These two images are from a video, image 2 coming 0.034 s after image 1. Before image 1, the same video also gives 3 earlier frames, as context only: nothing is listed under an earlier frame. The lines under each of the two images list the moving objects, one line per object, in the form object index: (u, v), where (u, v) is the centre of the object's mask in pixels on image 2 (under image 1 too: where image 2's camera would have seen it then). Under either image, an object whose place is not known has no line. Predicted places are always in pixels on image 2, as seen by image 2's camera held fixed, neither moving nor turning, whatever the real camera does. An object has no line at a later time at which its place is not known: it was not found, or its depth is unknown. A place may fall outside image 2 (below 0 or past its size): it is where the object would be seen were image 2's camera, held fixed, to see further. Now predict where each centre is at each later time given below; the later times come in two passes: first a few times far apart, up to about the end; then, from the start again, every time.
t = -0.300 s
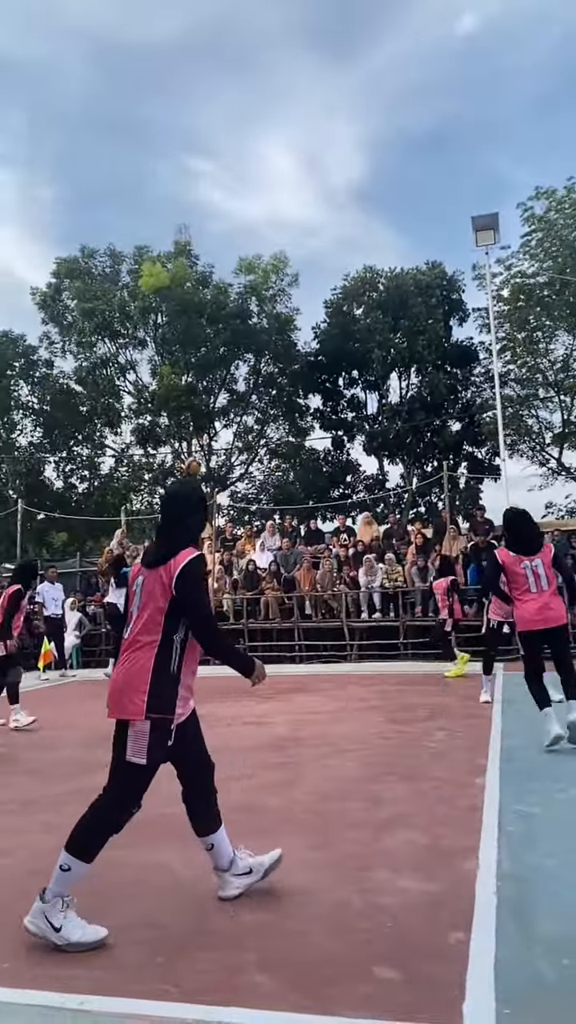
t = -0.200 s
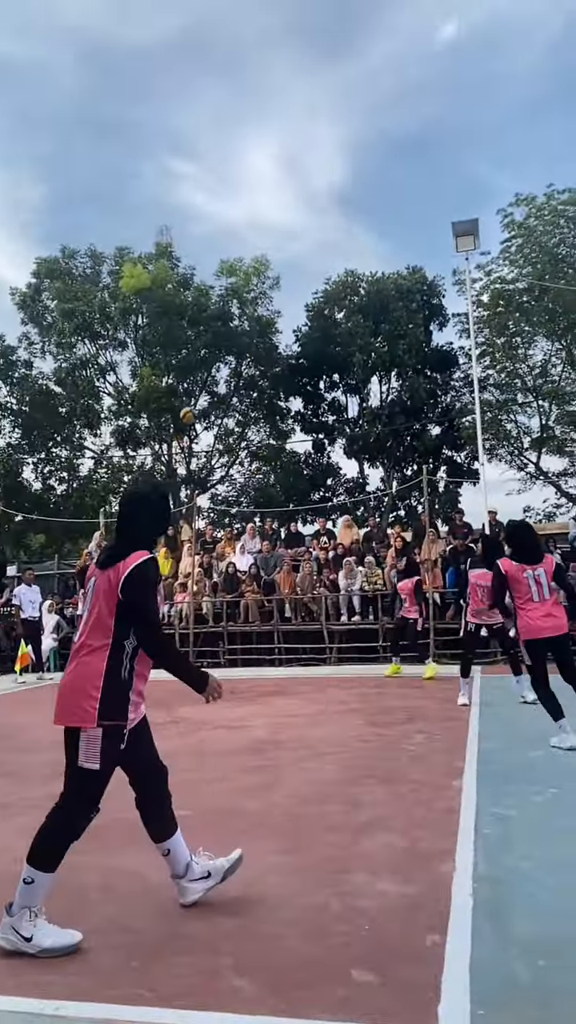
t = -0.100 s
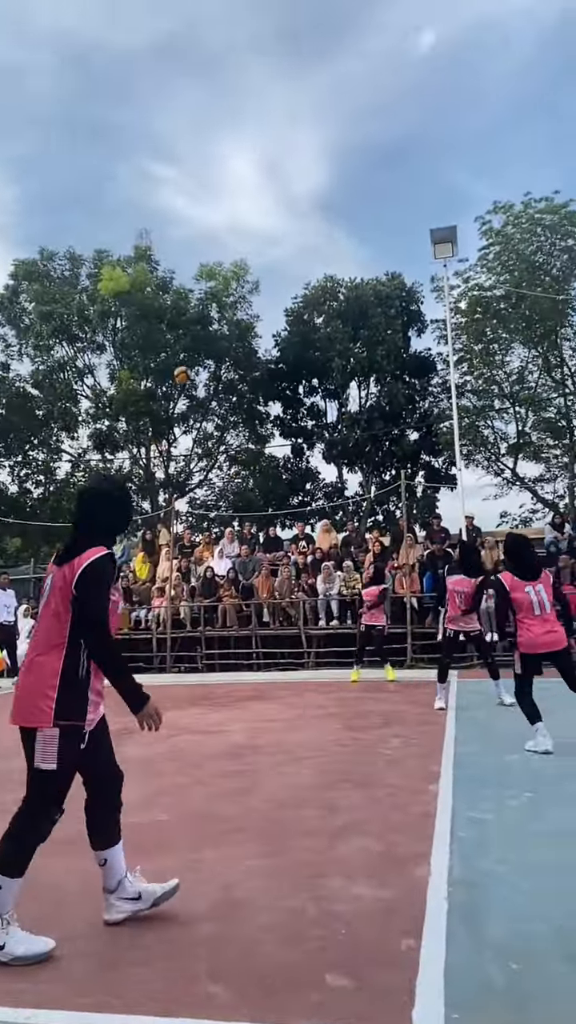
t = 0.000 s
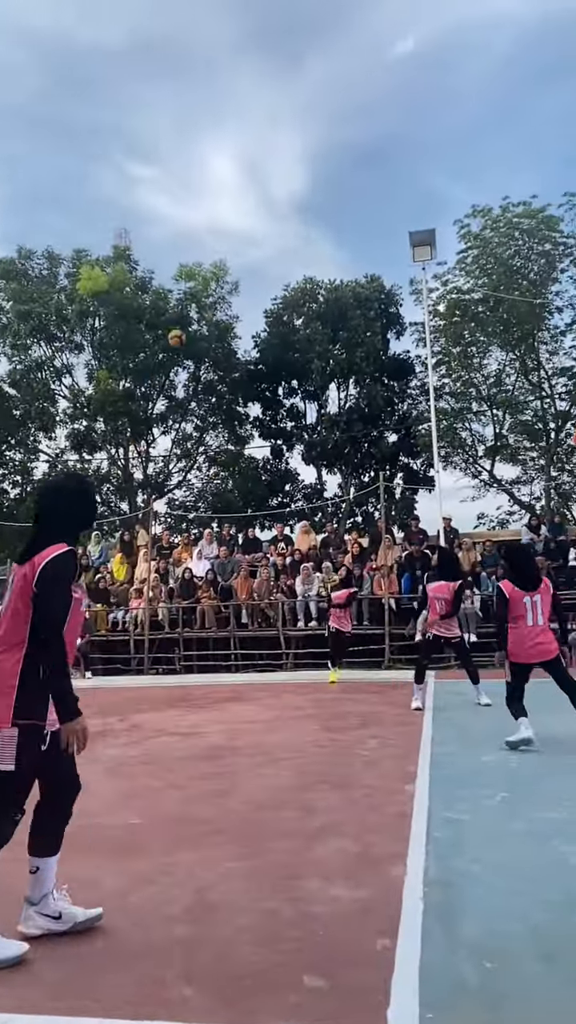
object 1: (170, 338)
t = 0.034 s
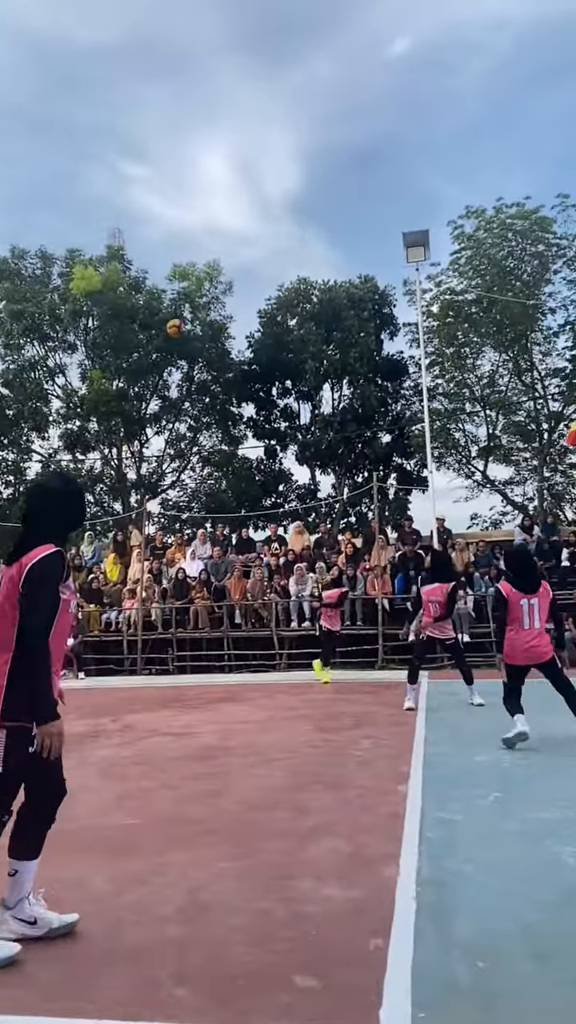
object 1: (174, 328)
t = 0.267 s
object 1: (210, 275)
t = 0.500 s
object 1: (247, 266)
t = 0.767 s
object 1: (291, 310)
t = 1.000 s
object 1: (330, 403)
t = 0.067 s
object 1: (179, 317)
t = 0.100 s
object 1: (184, 309)
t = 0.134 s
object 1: (189, 300)
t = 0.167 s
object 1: (194, 292)
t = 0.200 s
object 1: (199, 286)
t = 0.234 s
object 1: (204, 280)
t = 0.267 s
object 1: (210, 275)
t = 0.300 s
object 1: (216, 270)
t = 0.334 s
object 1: (221, 268)
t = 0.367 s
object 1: (226, 266)
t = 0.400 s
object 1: (231, 265)
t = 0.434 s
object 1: (237, 264)
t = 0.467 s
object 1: (242, 265)
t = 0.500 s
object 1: (247, 266)
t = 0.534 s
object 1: (252, 268)
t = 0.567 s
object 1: (258, 271)
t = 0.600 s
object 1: (263, 275)
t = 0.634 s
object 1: (269, 280)
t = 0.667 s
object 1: (274, 286)
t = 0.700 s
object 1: (279, 294)
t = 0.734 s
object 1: (285, 301)
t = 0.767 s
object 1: (291, 310)
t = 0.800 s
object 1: (296, 320)
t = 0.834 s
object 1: (302, 331)
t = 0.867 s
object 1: (308, 343)
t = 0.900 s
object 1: (313, 356)
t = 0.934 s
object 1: (320, 372)
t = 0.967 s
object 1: (324, 386)
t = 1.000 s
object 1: (330, 403)
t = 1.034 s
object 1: (336, 419)
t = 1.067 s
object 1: (342, 437)
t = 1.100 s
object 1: (348, 456)
